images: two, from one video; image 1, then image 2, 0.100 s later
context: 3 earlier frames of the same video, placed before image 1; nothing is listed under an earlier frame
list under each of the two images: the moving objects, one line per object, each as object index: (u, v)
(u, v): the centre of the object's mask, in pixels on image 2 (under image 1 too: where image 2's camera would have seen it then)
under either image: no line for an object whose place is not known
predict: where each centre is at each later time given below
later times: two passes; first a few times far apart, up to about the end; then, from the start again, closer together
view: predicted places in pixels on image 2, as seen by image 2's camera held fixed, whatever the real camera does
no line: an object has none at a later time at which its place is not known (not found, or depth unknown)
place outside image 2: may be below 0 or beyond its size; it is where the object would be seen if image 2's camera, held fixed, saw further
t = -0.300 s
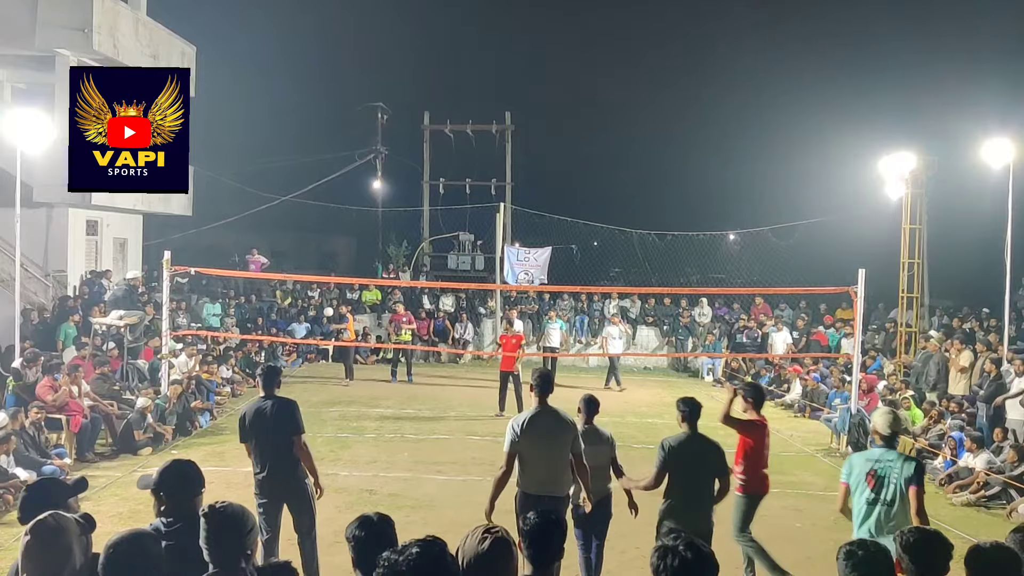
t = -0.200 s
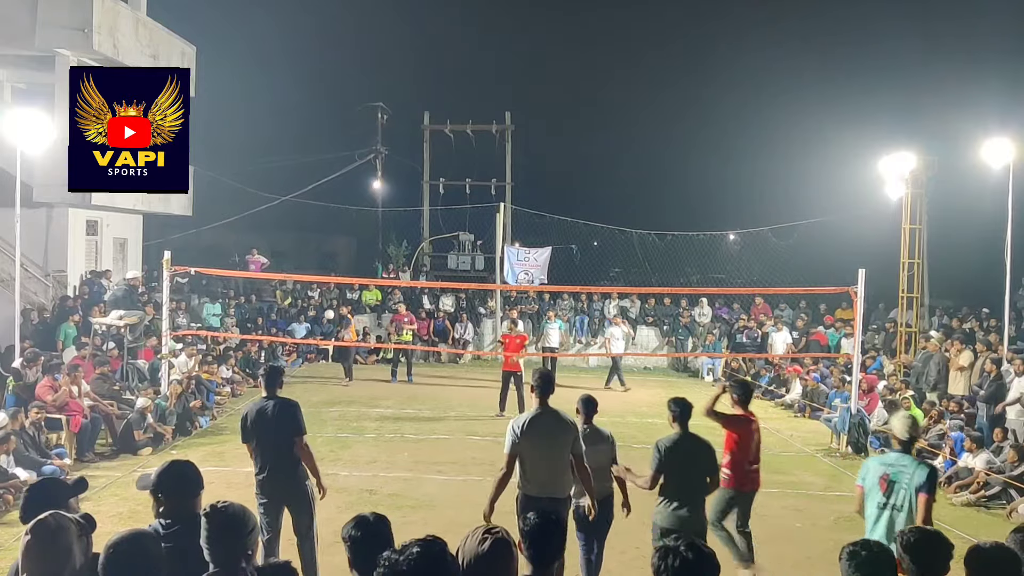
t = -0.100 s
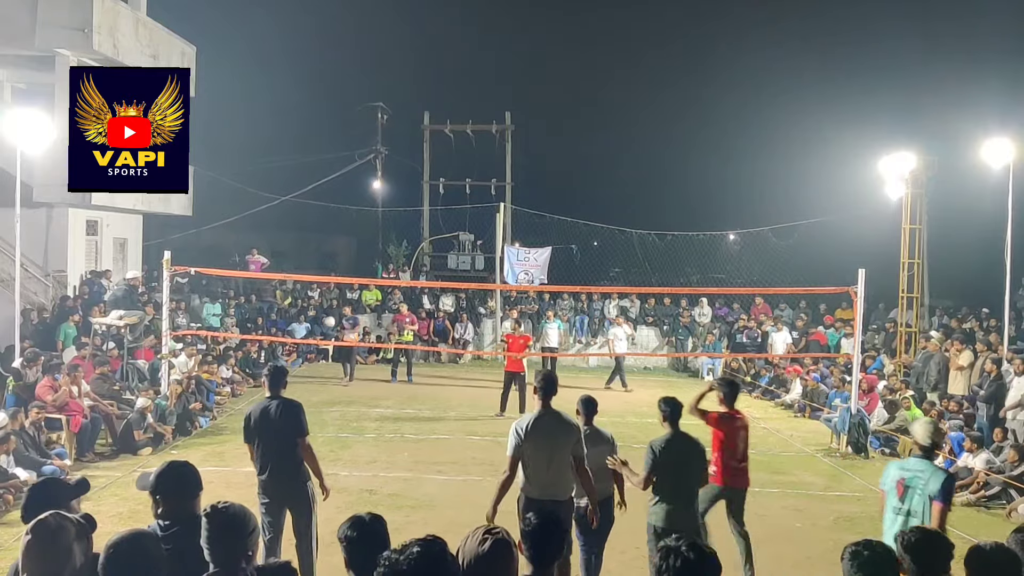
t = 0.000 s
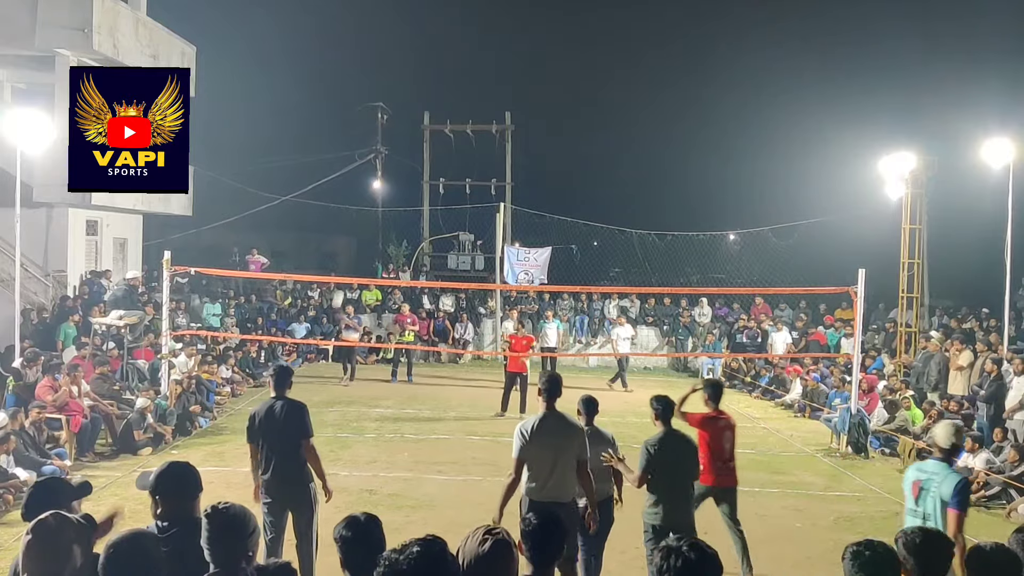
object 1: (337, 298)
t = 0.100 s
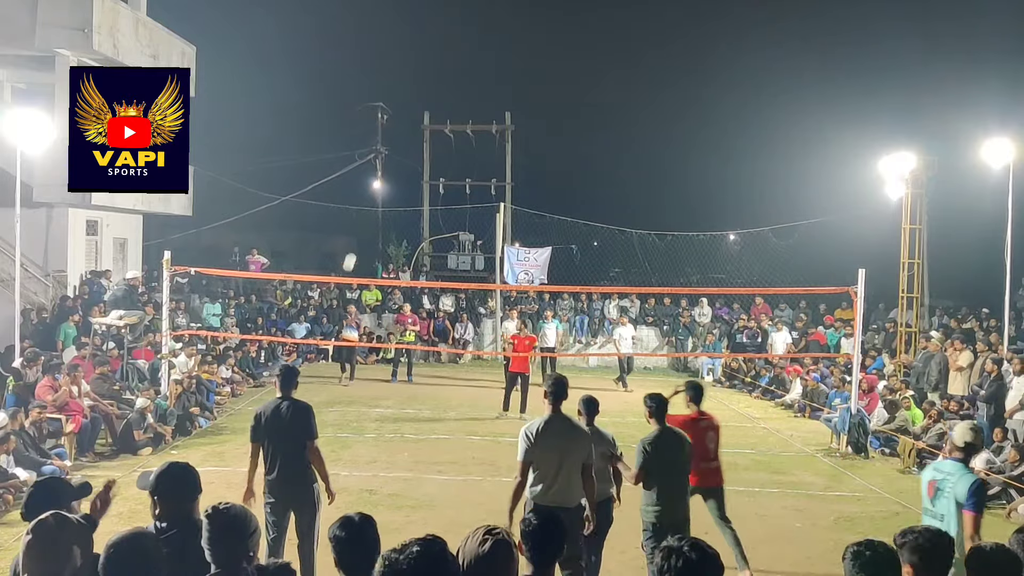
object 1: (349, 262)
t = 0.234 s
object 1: (367, 216)
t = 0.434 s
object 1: (398, 153)
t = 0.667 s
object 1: (443, 93)
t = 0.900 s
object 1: (501, 54)
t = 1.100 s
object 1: (574, 53)
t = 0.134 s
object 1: (353, 251)
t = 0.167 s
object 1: (358, 238)
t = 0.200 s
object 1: (362, 227)
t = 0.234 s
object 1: (367, 216)
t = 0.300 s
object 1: (377, 192)
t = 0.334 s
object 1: (382, 182)
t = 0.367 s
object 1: (387, 173)
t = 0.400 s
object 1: (393, 163)
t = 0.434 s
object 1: (398, 153)
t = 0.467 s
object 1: (404, 143)
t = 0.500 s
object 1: (410, 134)
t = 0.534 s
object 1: (416, 125)
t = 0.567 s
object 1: (422, 117)
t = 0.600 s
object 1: (429, 109)
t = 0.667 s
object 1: (443, 93)
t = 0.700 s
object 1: (450, 86)
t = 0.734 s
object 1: (457, 79)
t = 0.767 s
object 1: (465, 72)
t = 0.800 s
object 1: (473, 67)
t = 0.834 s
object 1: (482, 62)
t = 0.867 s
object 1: (492, 58)
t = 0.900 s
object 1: (501, 54)
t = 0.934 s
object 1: (512, 51)
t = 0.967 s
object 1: (523, 49)
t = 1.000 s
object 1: (535, 49)
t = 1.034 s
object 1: (547, 49)
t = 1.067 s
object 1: (560, 50)
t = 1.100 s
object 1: (574, 53)
